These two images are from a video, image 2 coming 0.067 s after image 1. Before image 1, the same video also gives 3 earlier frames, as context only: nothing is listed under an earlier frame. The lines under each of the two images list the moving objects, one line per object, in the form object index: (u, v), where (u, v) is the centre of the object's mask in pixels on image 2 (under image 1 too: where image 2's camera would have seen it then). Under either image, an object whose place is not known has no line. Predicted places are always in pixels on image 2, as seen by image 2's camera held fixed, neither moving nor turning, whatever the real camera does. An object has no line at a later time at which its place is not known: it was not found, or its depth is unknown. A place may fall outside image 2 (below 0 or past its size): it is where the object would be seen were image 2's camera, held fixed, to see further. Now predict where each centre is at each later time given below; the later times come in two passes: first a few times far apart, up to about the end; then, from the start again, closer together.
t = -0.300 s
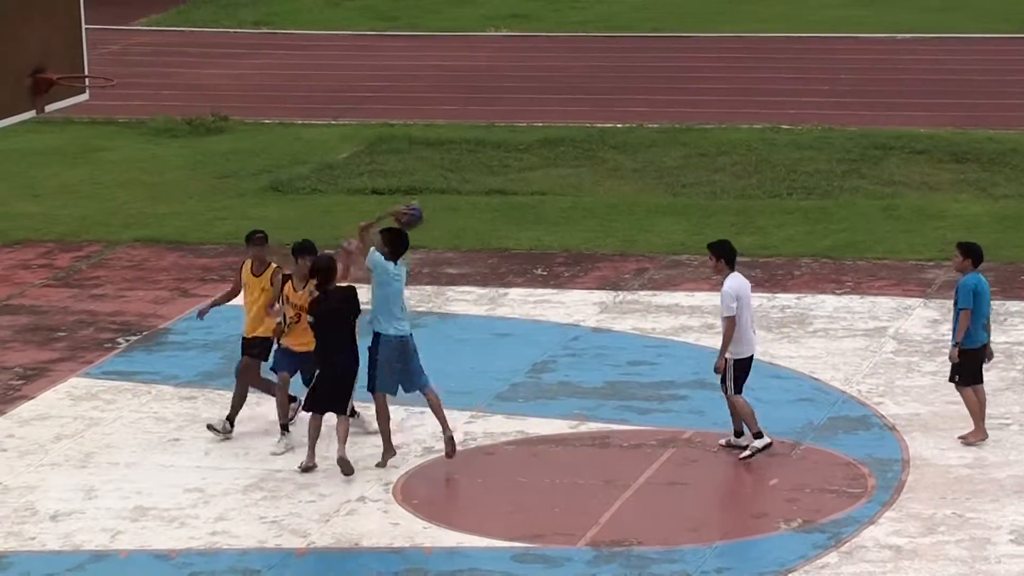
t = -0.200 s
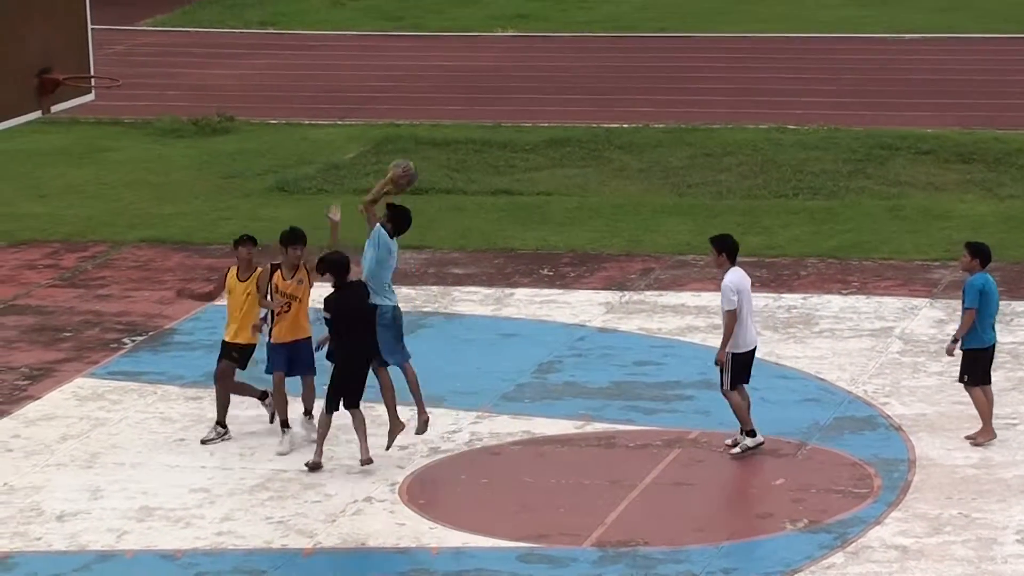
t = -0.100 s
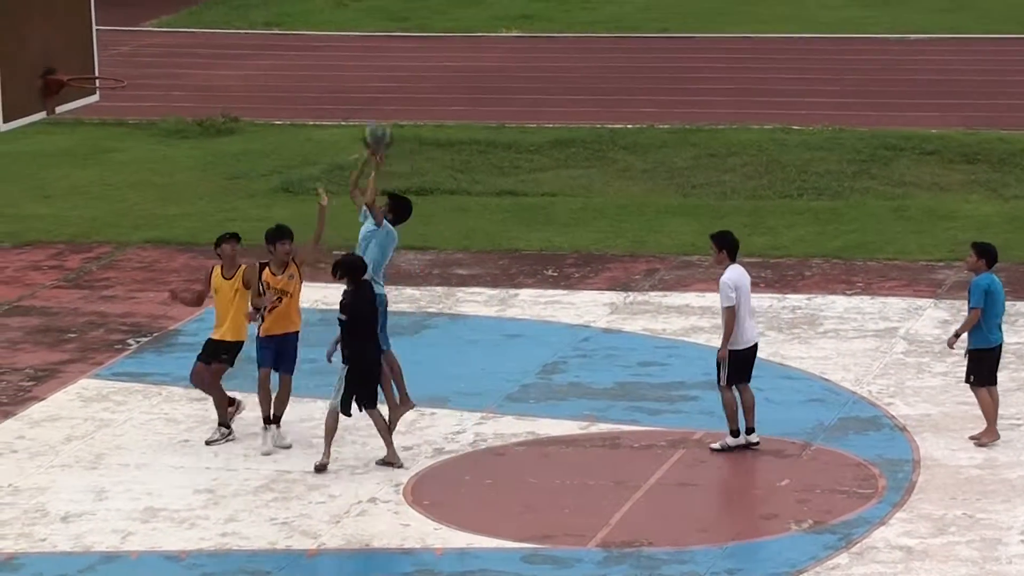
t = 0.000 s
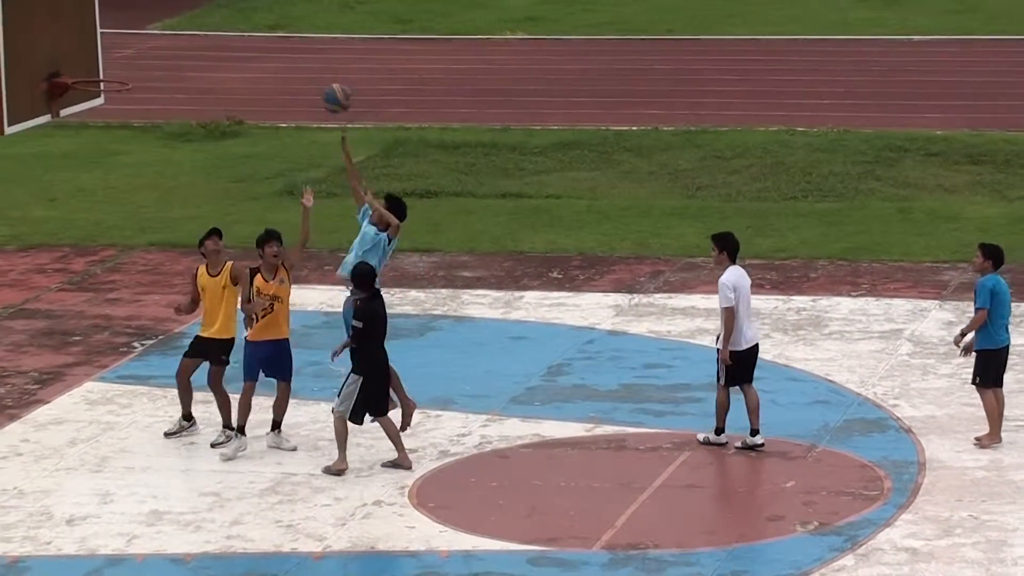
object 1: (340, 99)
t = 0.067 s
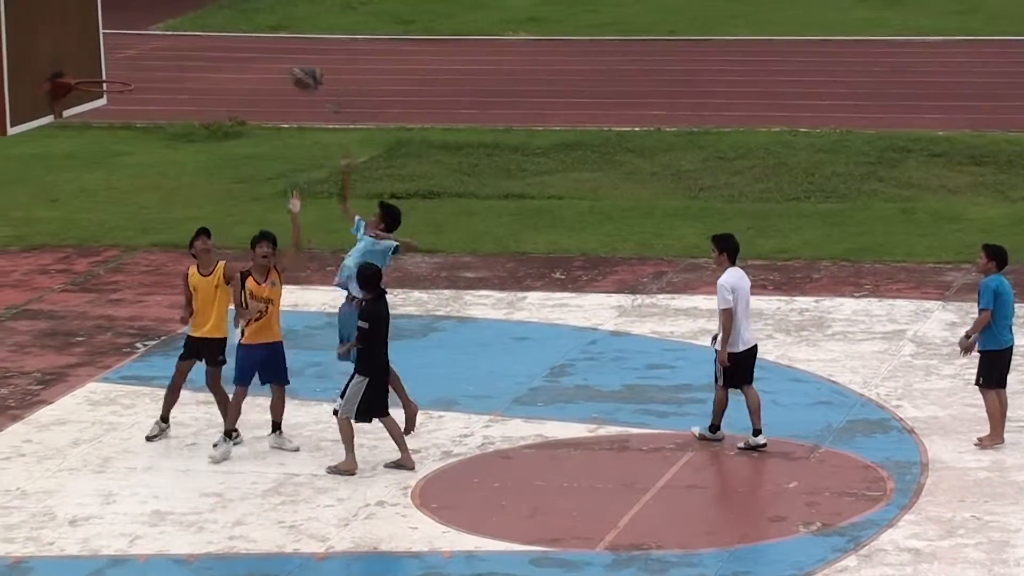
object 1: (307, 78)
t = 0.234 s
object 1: (228, 46)
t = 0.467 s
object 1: (113, 56)
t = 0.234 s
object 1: (228, 46)
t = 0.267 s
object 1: (214, 43)
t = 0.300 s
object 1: (198, 43)
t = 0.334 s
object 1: (181, 44)
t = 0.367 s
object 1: (163, 43)
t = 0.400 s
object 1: (146, 46)
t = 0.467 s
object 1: (113, 56)
